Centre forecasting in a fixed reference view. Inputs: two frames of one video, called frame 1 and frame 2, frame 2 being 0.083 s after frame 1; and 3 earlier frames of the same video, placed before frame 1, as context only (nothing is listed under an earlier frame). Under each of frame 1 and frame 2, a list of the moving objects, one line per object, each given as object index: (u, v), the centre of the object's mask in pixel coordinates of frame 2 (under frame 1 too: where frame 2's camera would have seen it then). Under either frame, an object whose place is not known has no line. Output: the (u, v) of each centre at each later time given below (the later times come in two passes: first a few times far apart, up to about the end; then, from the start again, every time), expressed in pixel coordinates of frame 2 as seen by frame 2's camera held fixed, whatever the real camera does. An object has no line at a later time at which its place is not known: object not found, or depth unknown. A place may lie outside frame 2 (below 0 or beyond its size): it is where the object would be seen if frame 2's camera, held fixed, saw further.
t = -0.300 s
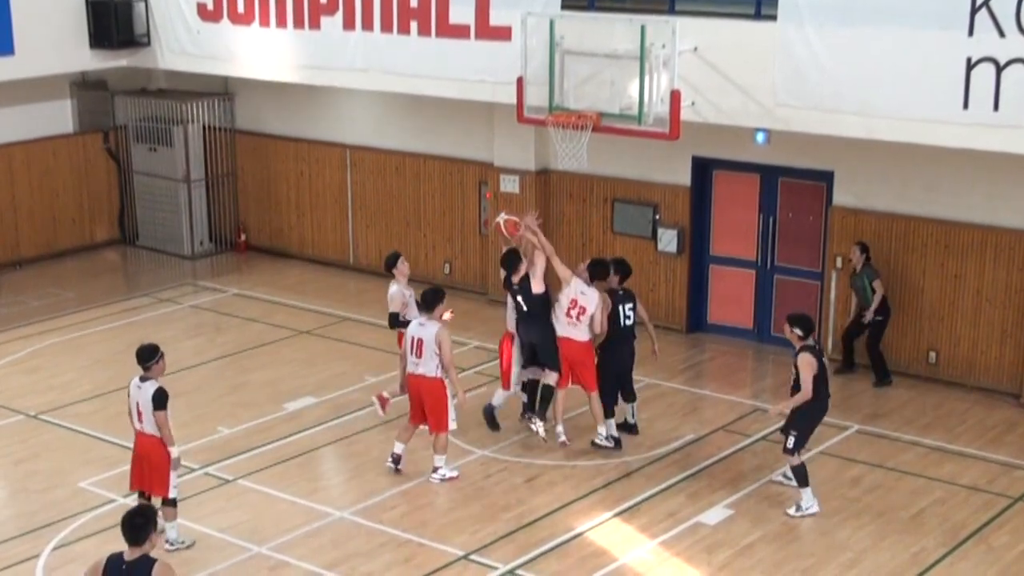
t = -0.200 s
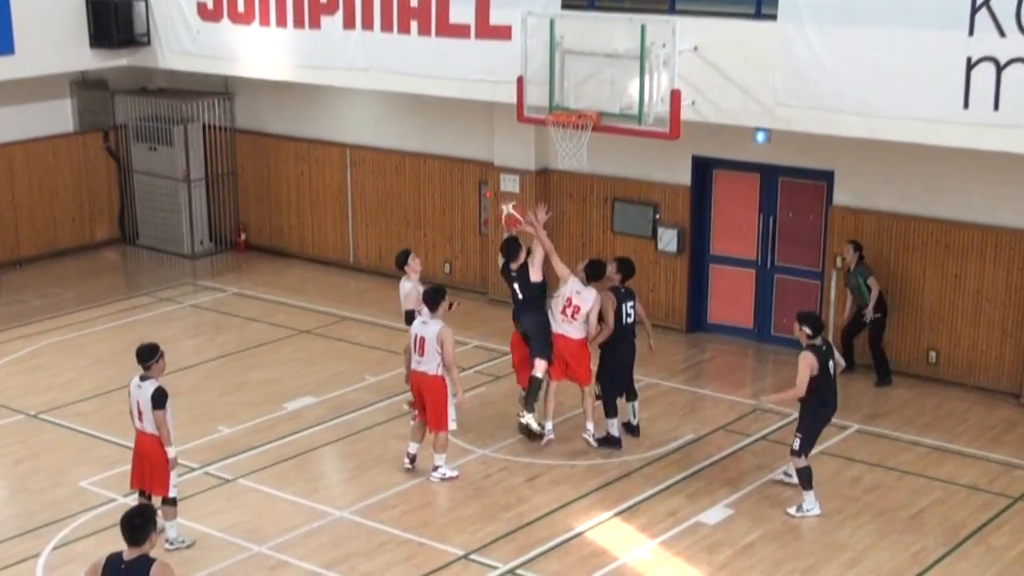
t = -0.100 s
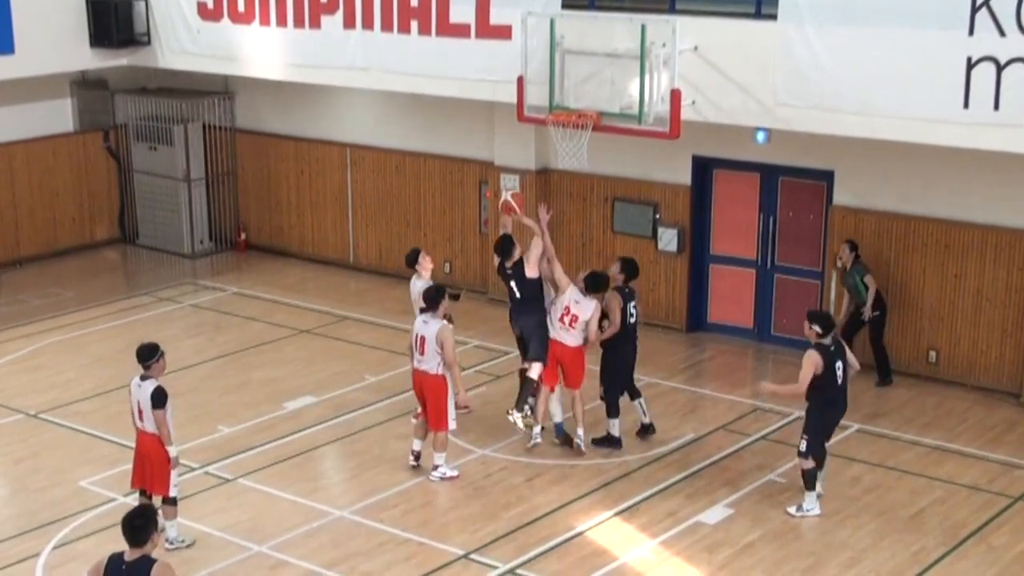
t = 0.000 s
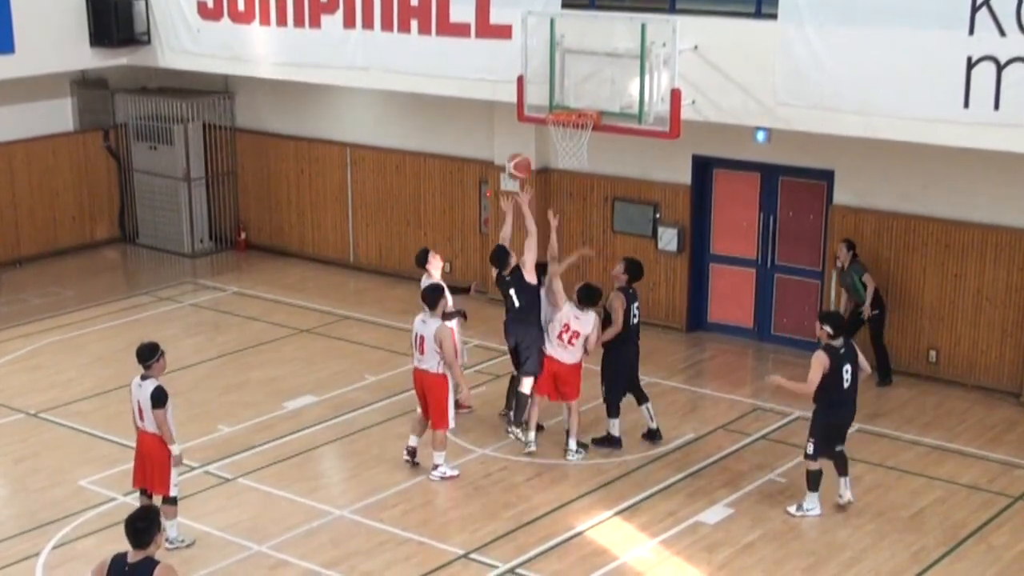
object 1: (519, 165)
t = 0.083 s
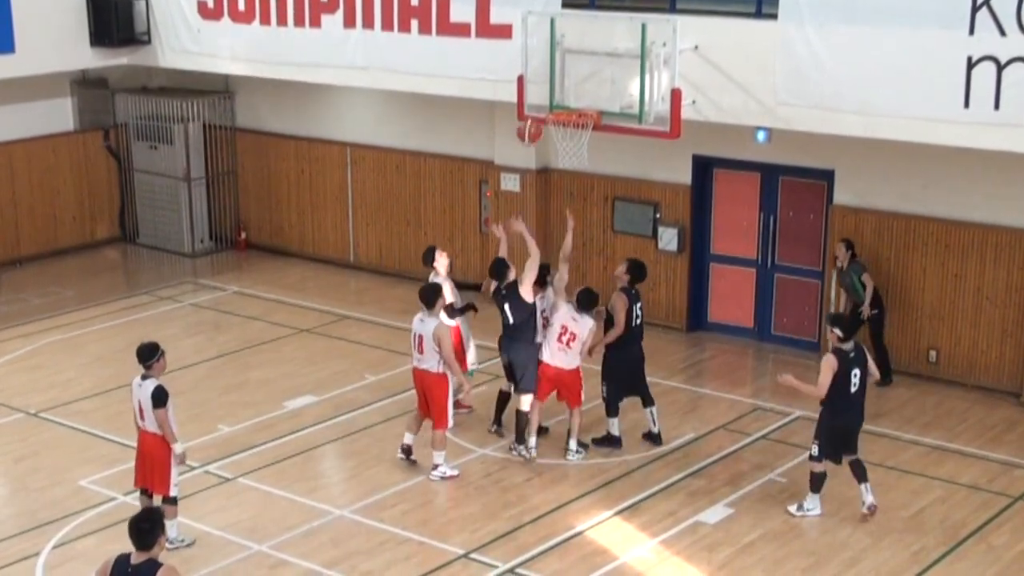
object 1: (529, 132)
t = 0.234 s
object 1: (551, 91)
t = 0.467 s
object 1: (583, 75)
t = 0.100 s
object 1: (532, 126)
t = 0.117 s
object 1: (535, 121)
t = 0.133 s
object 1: (537, 116)
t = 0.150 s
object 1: (542, 110)
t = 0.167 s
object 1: (542, 106)
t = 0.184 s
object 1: (544, 102)
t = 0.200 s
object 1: (547, 98)
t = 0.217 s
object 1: (549, 95)
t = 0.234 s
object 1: (551, 91)
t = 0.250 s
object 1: (554, 88)
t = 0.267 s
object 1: (556, 85)
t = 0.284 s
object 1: (558, 83)
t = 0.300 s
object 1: (561, 80)
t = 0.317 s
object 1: (563, 79)
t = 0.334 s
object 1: (565, 78)
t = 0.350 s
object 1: (567, 76)
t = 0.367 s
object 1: (570, 76)
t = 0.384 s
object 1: (572, 75)
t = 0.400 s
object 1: (575, 75)
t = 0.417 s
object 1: (577, 75)
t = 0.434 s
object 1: (579, 74)
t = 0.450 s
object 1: (581, 75)
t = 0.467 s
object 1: (583, 75)
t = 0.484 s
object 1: (585, 76)
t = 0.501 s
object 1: (587, 78)
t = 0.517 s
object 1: (589, 79)
